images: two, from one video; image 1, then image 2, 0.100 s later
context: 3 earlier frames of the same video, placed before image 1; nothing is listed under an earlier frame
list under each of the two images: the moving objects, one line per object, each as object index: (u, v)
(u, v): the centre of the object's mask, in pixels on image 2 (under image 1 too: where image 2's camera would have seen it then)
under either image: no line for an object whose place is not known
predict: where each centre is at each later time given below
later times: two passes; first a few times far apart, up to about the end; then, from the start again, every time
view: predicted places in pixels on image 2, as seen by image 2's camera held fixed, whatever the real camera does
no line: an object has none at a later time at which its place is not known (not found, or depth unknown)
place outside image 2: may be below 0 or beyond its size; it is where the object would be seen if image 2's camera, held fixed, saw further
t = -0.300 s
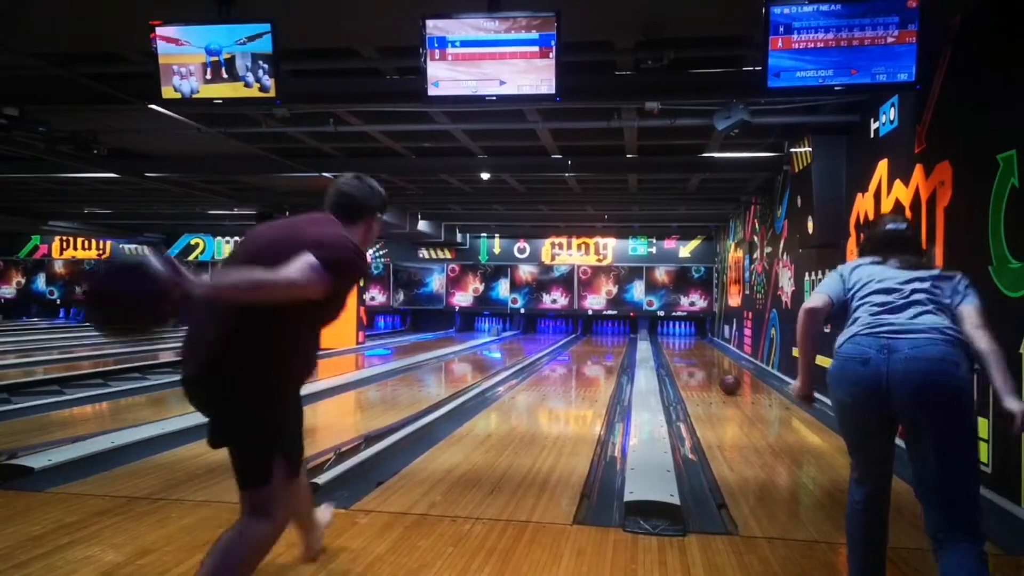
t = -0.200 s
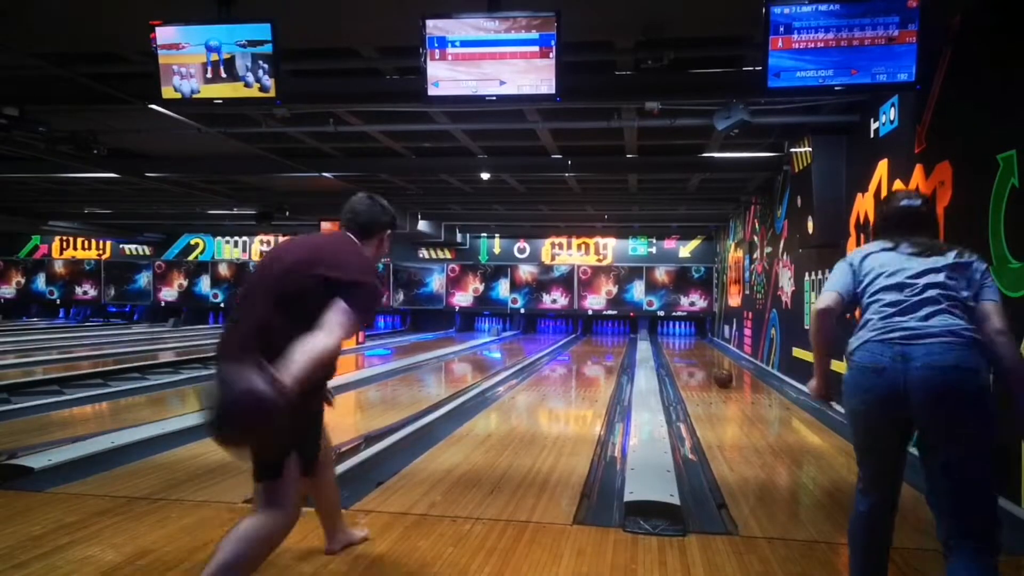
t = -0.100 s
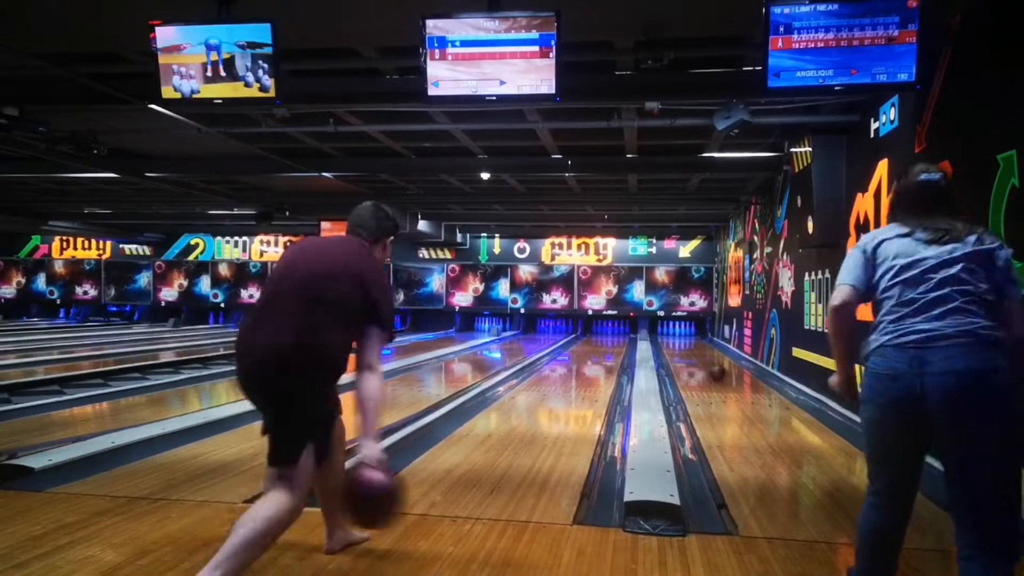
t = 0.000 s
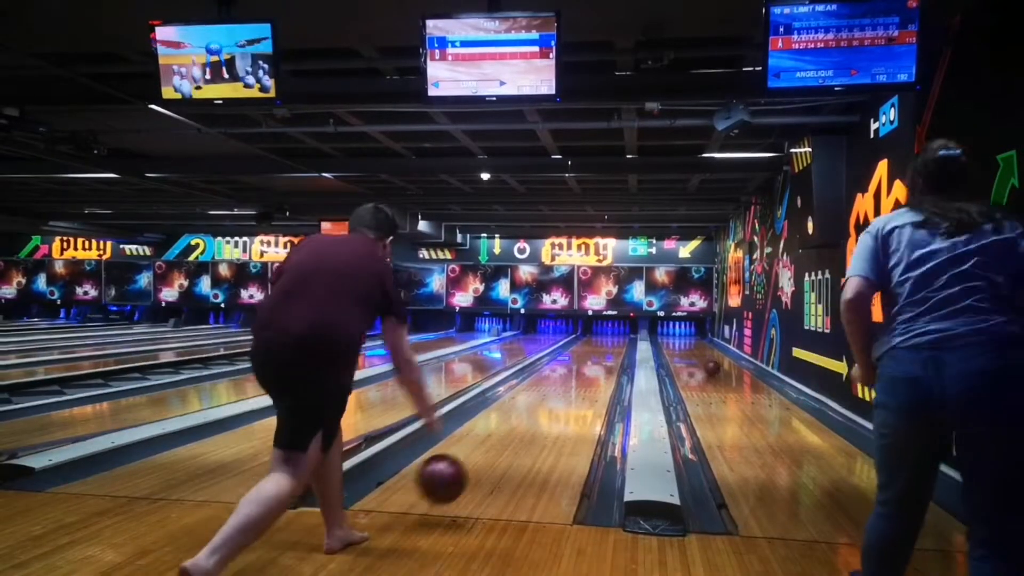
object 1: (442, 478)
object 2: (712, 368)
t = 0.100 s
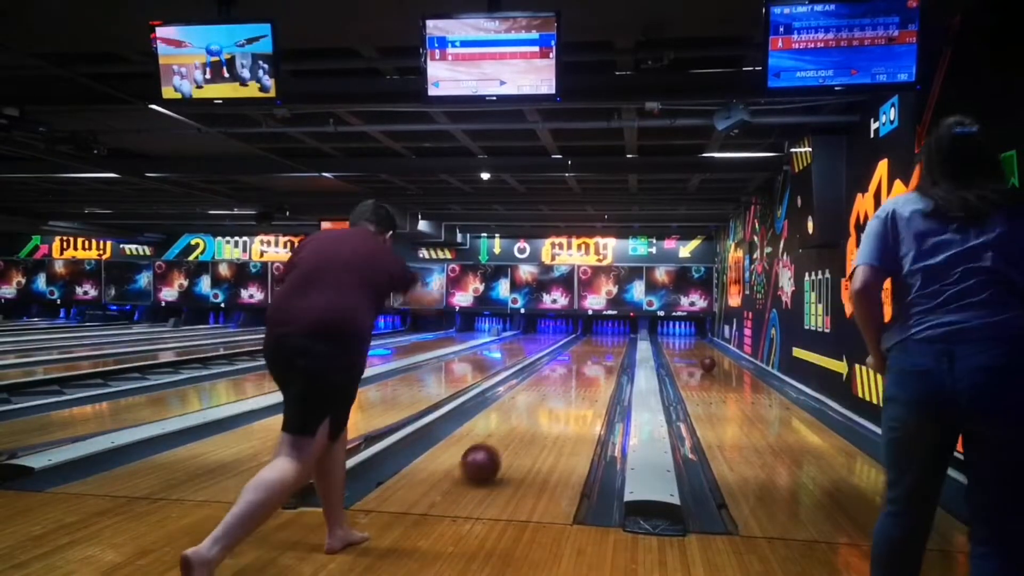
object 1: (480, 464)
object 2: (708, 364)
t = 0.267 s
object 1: (519, 424)
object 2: (703, 359)
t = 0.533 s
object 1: (552, 389)
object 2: (694, 351)
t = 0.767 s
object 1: (569, 372)
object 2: (688, 346)
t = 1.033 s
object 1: (581, 358)
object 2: (685, 342)
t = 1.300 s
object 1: (589, 349)
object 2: (680, 338)
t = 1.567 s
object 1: (595, 343)
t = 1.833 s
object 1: (600, 339)
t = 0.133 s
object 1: (490, 453)
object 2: (707, 363)
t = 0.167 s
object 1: (499, 446)
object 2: (706, 362)
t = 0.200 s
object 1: (506, 438)
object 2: (705, 361)
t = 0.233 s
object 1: (513, 431)
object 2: (703, 360)
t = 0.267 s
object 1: (519, 424)
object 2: (703, 359)
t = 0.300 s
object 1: (525, 418)
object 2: (702, 357)
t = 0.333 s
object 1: (530, 412)
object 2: (701, 356)
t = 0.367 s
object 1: (534, 407)
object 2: (699, 355)
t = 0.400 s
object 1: (538, 403)
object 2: (698, 354)
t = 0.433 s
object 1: (542, 399)
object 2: (697, 353)
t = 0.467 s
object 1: (546, 395)
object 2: (695, 352)
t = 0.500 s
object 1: (549, 392)
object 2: (694, 352)
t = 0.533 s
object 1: (552, 389)
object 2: (694, 351)
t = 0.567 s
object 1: (555, 386)
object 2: (694, 351)
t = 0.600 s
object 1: (558, 383)
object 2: (693, 349)
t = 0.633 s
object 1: (560, 381)
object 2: (692, 348)
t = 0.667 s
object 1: (563, 378)
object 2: (691, 348)
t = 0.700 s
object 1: (565, 376)
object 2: (690, 347)
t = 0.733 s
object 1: (567, 374)
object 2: (690, 346)
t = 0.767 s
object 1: (569, 372)
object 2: (688, 346)
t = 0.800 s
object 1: (571, 370)
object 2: (688, 346)
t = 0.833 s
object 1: (573, 368)
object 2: (687, 345)
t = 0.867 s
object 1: (574, 366)
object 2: (687, 344)
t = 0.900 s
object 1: (576, 364)
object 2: (686, 344)
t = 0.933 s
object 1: (577, 362)
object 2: (686, 342)
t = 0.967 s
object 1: (578, 361)
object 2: (686, 342)
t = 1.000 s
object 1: (580, 360)
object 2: (685, 342)
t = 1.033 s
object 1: (581, 358)
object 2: (685, 342)
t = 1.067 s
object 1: (582, 358)
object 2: (684, 341)
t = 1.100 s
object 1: (583, 356)
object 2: (684, 341)
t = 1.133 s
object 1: (584, 355)
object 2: (683, 340)
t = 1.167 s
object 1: (585, 354)
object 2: (682, 340)
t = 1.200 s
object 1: (586, 353)
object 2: (682, 339)
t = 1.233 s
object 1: (588, 351)
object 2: (681, 338)
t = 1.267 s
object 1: (589, 351)
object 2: (681, 338)
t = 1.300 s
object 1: (589, 349)
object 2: (680, 338)
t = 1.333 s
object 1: (590, 348)
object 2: (680, 337)
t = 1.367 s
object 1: (591, 347)
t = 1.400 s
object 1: (592, 347)
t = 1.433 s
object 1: (592, 346)
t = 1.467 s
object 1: (593, 346)
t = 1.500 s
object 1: (594, 345)
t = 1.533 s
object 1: (594, 344)
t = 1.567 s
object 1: (595, 343)
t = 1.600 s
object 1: (596, 343)
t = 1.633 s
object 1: (596, 342)
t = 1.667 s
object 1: (597, 342)
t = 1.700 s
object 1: (598, 341)
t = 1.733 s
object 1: (598, 340)
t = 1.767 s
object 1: (599, 340)
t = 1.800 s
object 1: (600, 339)
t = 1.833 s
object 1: (600, 339)
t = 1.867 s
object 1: (601, 338)
